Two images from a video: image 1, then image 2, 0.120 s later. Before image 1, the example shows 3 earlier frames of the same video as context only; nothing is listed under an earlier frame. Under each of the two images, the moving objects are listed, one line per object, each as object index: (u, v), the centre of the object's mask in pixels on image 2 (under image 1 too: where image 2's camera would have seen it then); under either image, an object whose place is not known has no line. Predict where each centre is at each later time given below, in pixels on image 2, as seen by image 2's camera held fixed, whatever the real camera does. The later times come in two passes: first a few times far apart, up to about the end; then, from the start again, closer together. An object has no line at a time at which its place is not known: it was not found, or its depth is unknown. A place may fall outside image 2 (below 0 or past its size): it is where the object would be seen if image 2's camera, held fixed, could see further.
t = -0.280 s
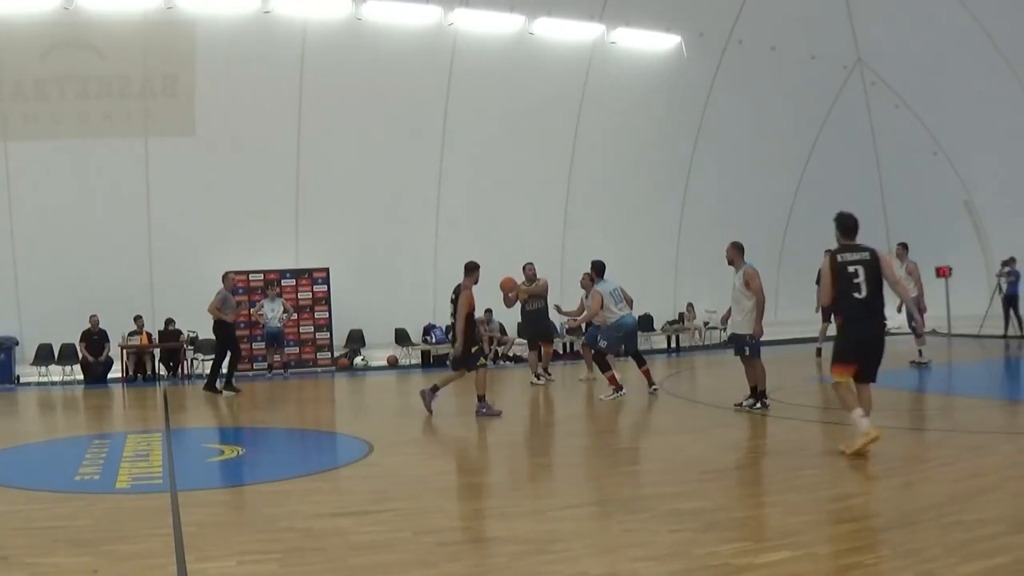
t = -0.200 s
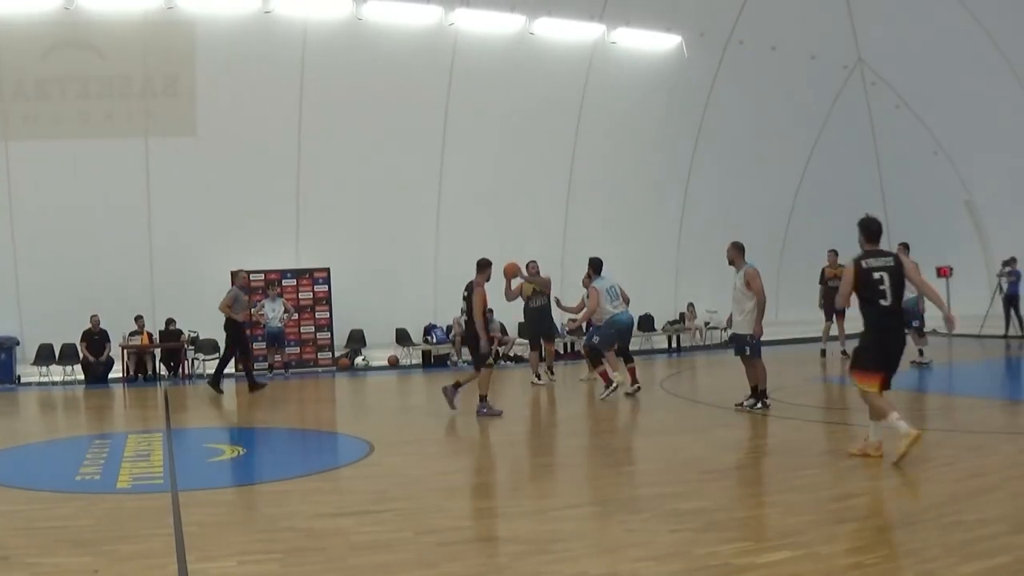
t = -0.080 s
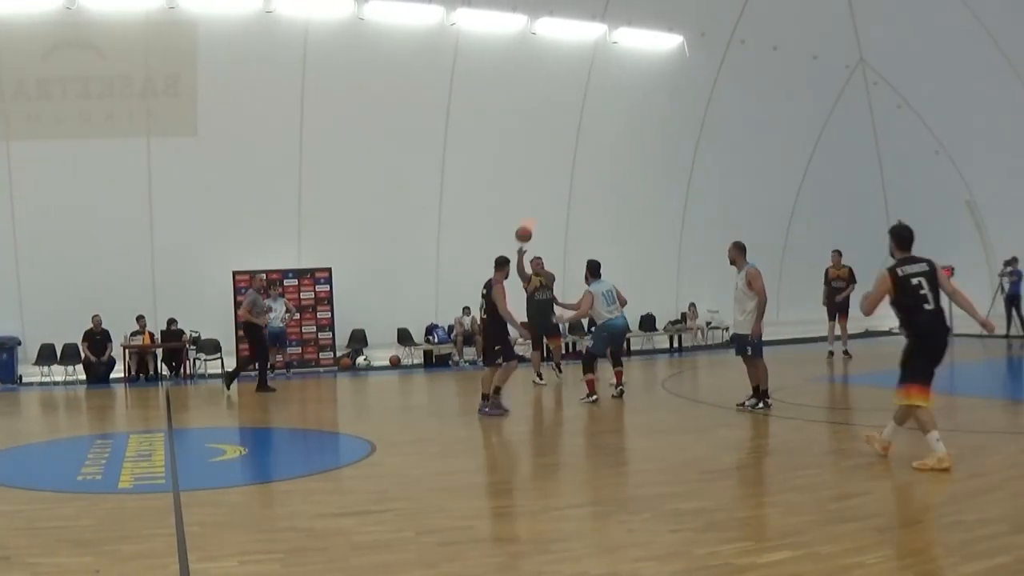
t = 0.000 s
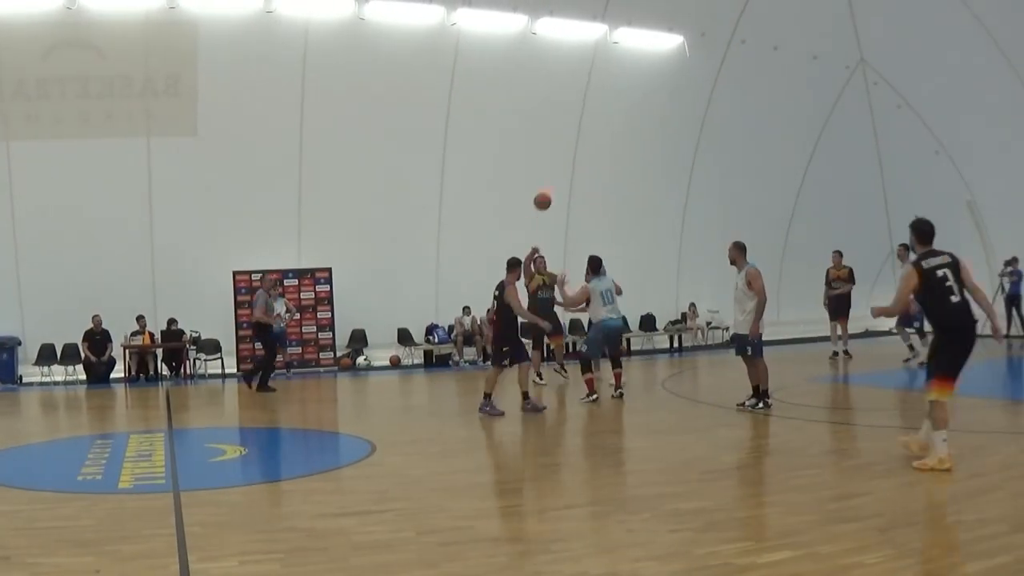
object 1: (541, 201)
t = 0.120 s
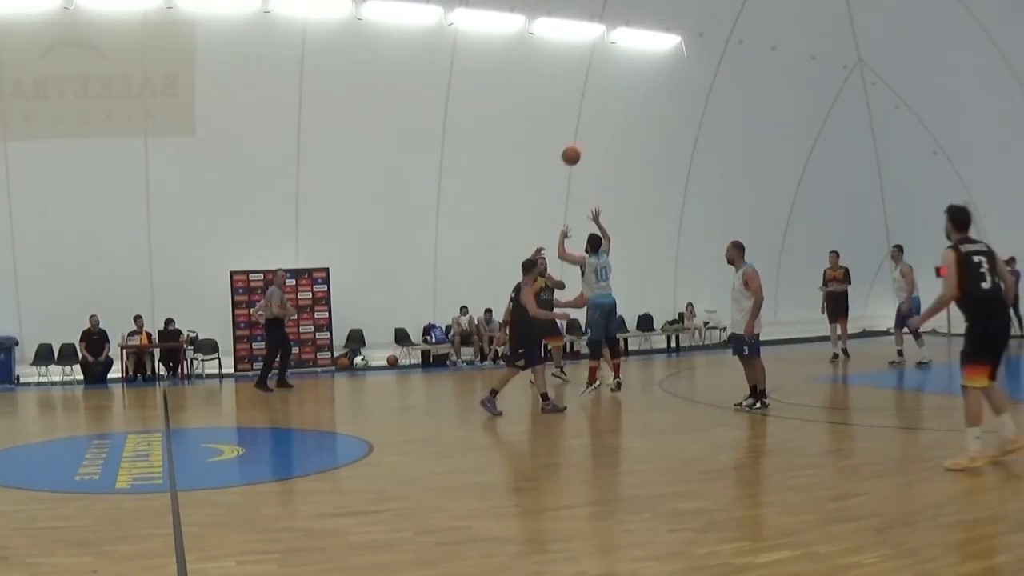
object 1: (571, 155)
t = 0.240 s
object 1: (606, 115)
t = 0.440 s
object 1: (676, 65)
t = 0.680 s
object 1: (785, 40)
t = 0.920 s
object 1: (932, 78)
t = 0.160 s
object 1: (581, 142)
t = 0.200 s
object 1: (593, 128)
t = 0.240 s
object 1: (606, 115)
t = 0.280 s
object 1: (619, 104)
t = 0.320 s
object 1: (632, 93)
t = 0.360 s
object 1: (646, 83)
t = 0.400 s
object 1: (661, 73)
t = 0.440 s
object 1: (676, 65)
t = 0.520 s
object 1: (709, 52)
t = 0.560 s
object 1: (727, 47)
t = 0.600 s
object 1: (745, 43)
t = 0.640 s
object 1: (764, 41)
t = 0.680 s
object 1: (785, 40)
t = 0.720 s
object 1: (806, 42)
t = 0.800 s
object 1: (852, 49)
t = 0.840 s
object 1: (877, 56)
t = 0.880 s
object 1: (904, 66)
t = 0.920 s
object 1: (932, 78)
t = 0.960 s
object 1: (961, 93)
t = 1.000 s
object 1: (990, 111)
